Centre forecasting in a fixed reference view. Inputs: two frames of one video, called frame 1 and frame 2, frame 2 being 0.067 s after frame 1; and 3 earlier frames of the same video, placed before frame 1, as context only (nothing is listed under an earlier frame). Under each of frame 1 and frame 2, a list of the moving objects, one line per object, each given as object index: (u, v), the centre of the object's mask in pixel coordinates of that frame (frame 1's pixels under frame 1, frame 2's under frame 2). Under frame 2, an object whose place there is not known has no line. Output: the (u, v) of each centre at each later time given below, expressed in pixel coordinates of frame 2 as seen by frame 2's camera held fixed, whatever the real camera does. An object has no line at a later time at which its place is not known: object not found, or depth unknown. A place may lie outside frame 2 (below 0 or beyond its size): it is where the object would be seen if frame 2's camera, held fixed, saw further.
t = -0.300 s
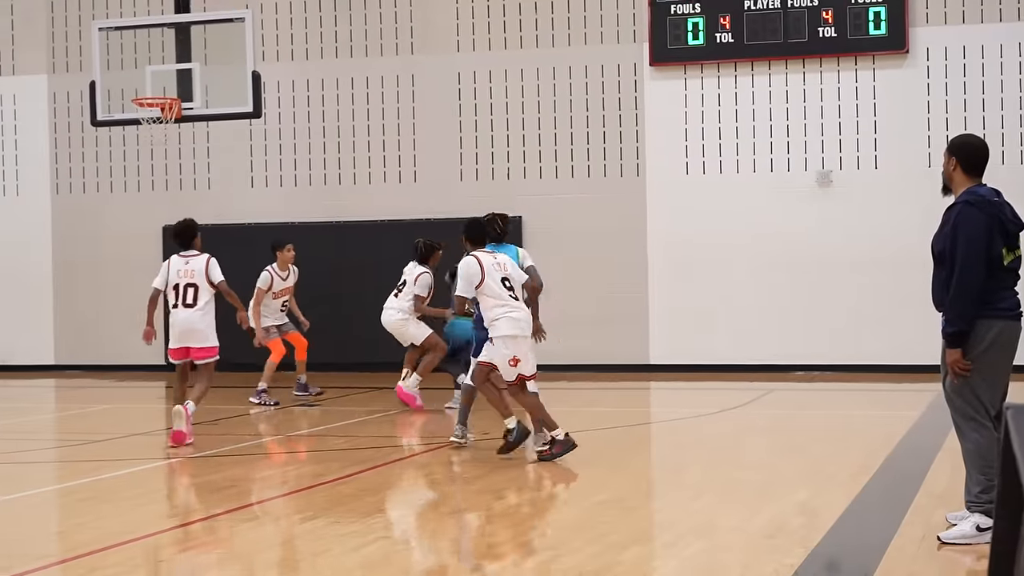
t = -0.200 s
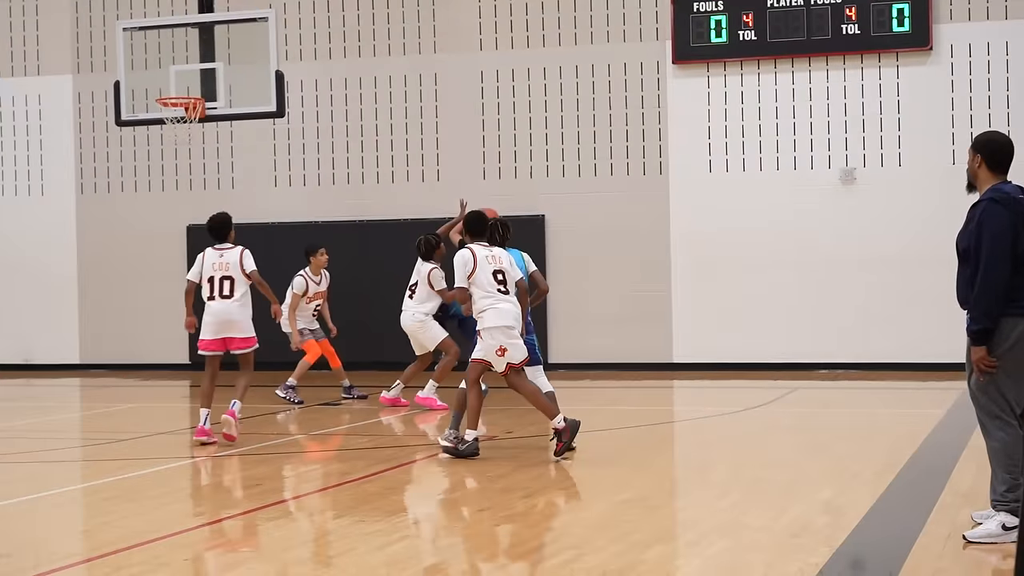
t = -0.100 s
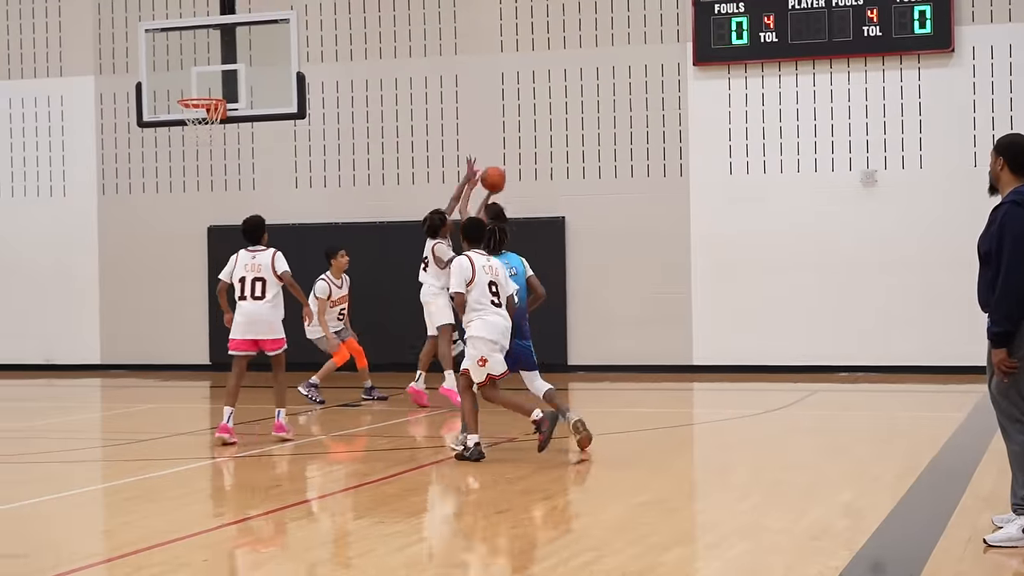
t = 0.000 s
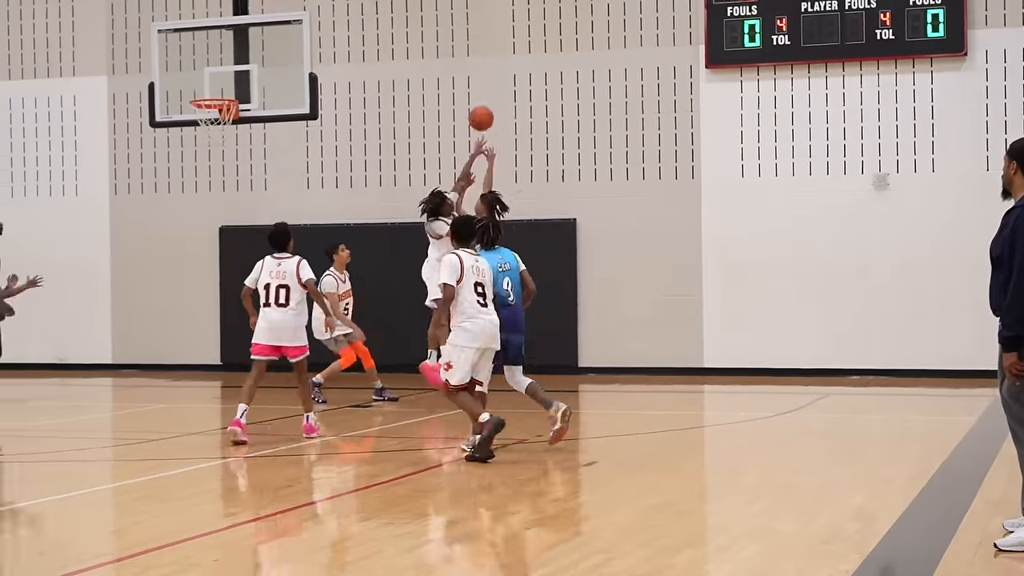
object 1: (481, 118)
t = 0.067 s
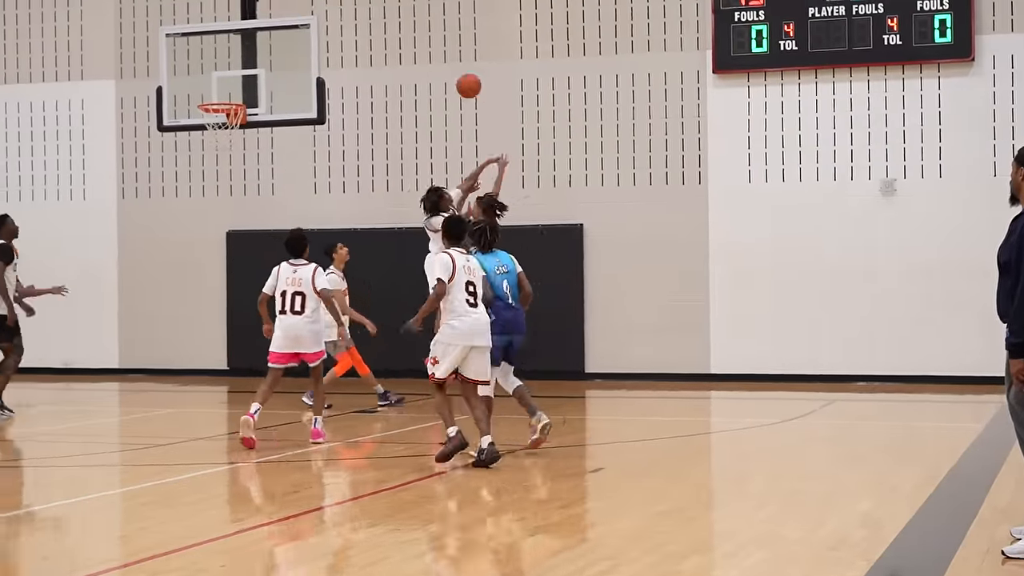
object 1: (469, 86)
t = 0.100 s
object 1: (458, 70)
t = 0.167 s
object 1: (439, 39)
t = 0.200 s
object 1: (428, 25)
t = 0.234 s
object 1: (418, 14)
